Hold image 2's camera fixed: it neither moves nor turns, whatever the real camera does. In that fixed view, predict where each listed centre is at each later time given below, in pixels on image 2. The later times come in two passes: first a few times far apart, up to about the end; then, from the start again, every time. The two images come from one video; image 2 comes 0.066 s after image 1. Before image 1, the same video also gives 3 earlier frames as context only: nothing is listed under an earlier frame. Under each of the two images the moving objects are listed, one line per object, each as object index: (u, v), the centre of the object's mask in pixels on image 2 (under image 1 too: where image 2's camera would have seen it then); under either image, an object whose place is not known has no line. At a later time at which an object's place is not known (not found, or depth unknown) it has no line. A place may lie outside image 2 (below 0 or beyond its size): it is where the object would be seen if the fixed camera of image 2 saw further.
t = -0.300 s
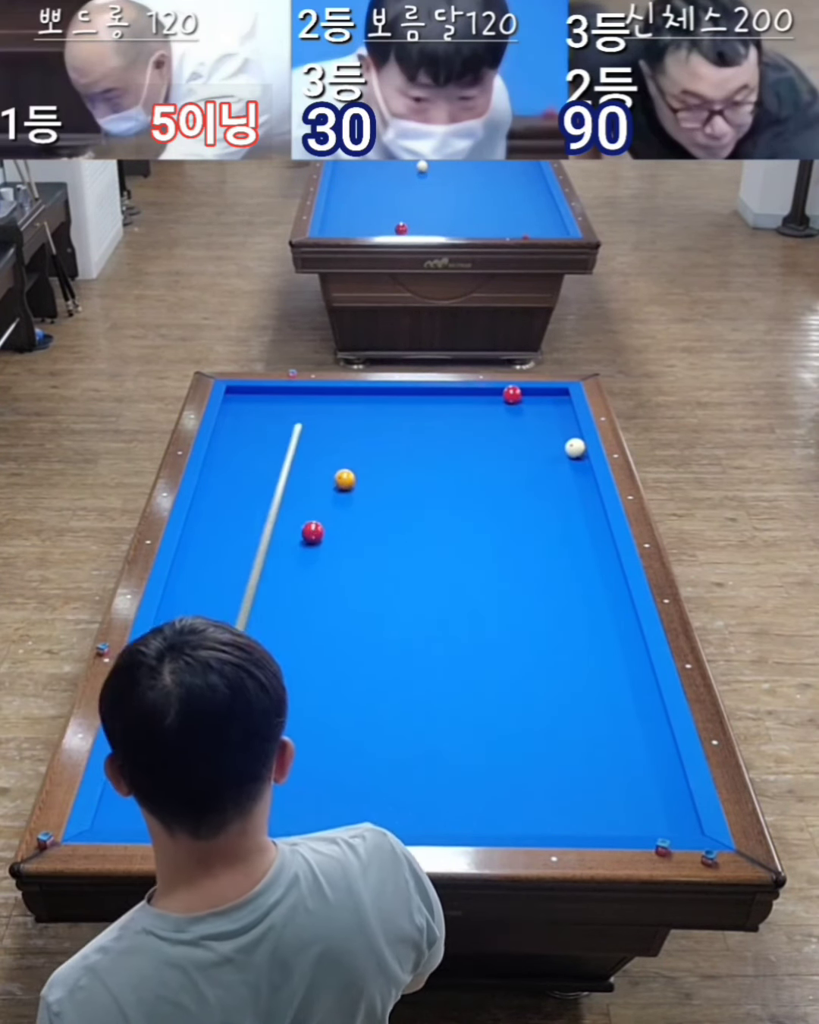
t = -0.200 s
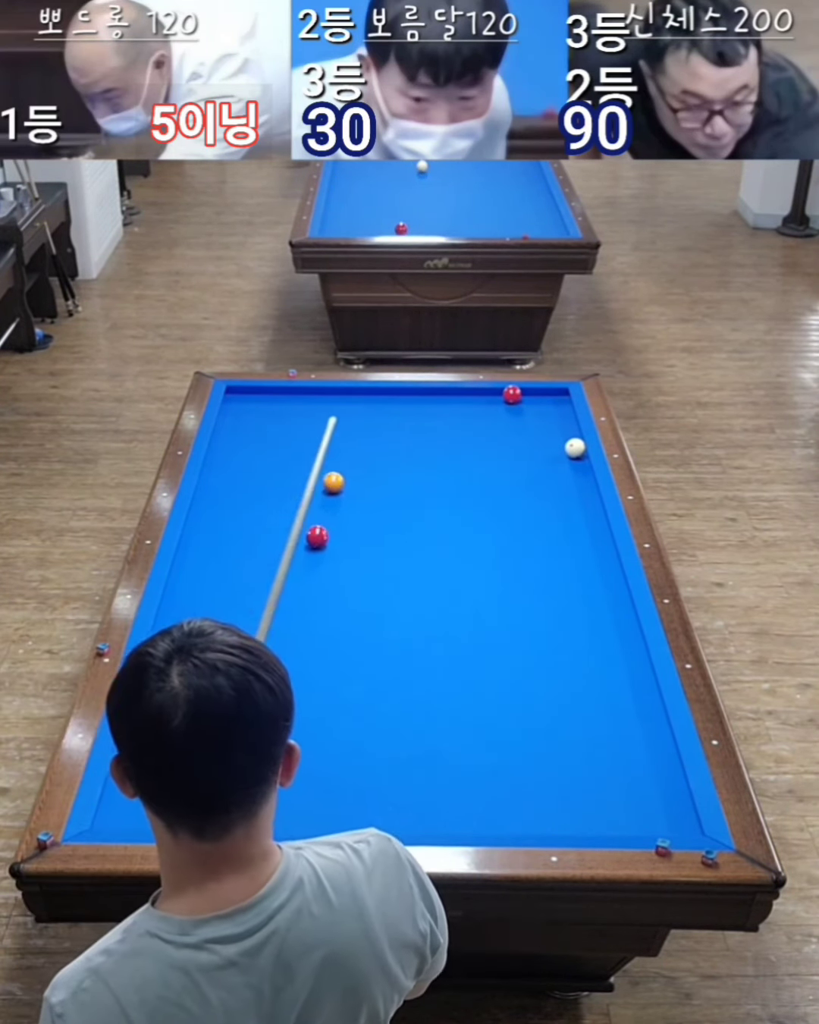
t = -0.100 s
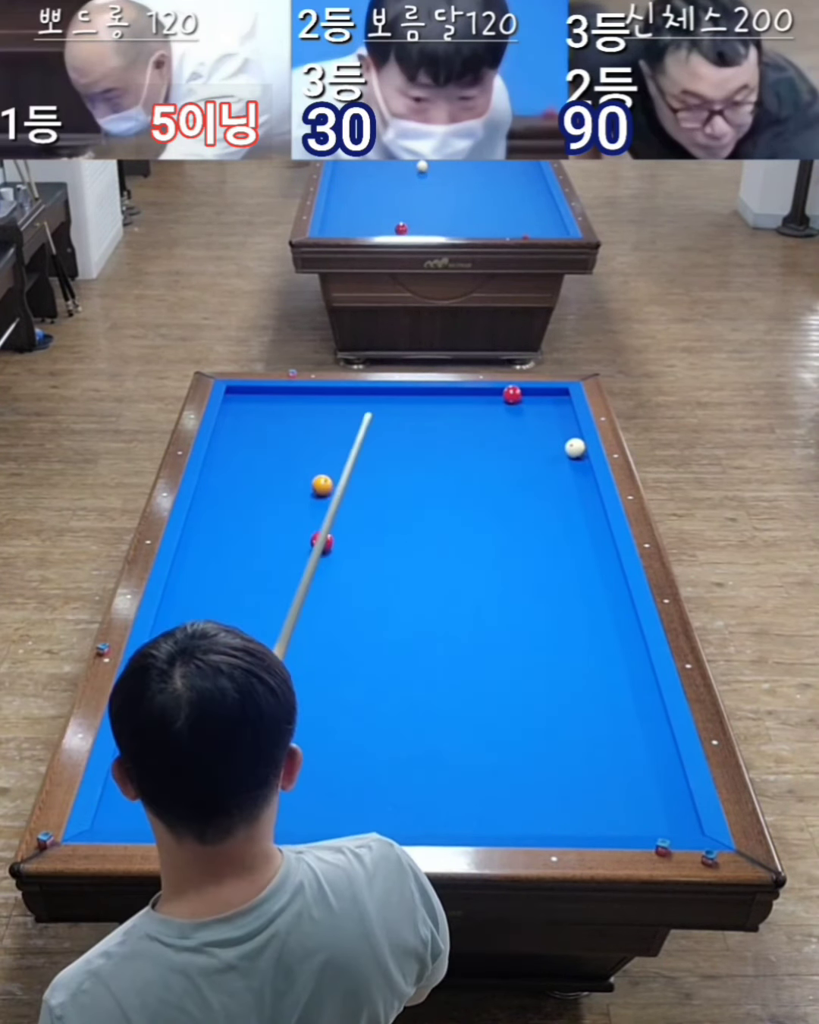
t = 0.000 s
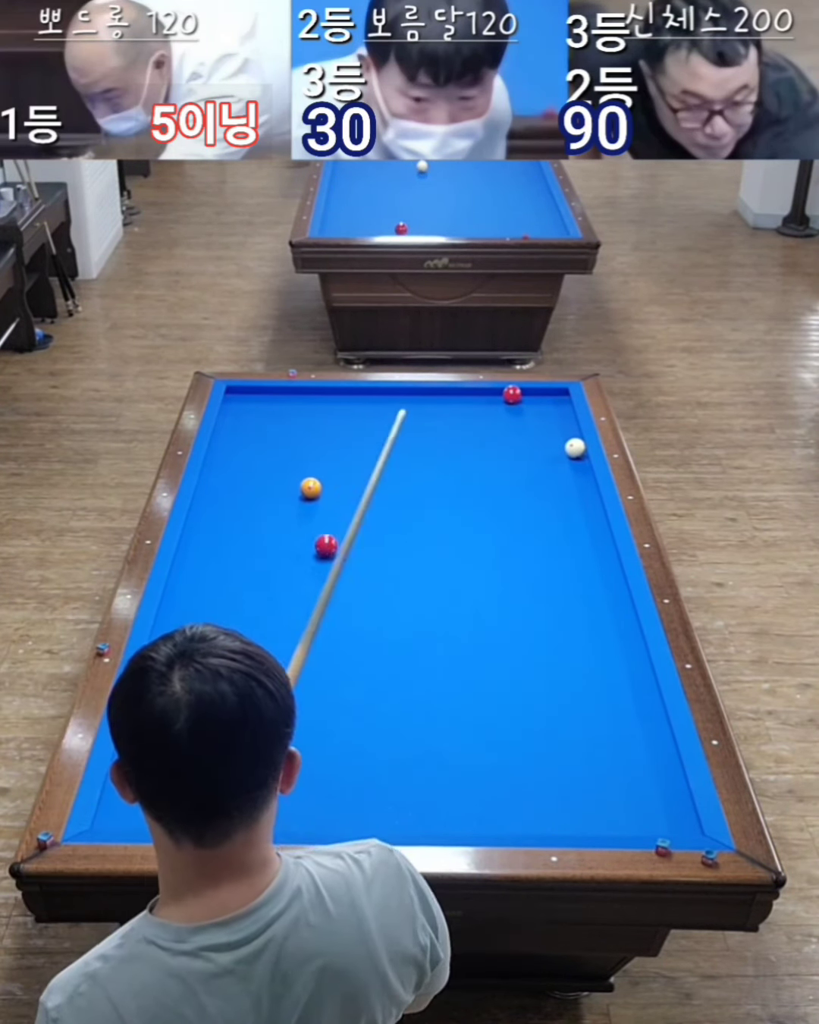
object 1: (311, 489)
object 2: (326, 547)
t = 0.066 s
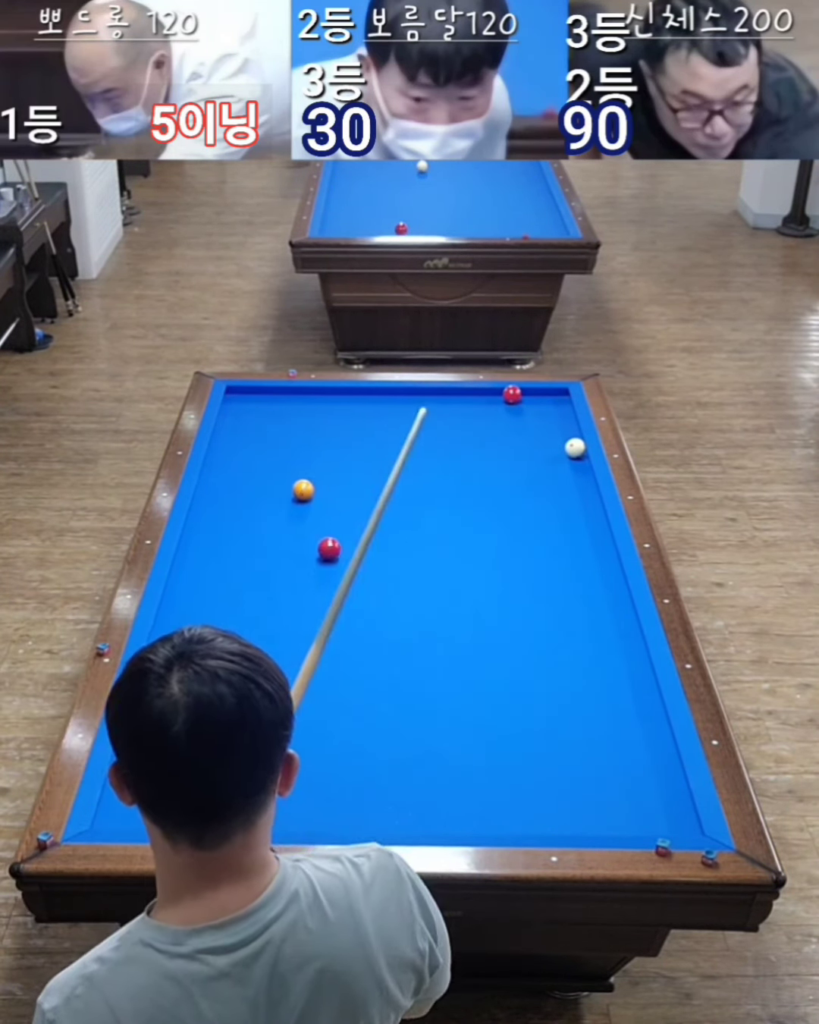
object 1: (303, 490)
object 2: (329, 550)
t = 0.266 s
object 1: (281, 496)
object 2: (338, 559)
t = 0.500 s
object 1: (255, 503)
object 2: (349, 570)
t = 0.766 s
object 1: (225, 510)
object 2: (361, 582)
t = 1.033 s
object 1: (199, 517)
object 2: (373, 593)
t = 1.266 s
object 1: (210, 522)
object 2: (383, 604)
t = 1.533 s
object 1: (223, 526)
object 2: (394, 615)
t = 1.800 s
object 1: (234, 531)
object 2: (405, 626)
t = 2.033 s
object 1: (244, 535)
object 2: (415, 636)
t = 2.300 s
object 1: (255, 538)
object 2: (426, 647)
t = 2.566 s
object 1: (265, 542)
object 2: (436, 657)
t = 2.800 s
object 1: (272, 546)
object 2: (444, 666)
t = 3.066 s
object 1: (281, 549)
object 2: (454, 676)
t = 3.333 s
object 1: (289, 552)
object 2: (463, 685)
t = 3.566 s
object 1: (295, 555)
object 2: (470, 692)
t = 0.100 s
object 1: (300, 491)
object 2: (331, 551)
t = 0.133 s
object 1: (296, 492)
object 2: (332, 553)
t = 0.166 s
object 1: (292, 493)
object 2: (334, 554)
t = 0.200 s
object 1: (288, 494)
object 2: (335, 556)
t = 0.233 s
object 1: (285, 495)
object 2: (337, 557)
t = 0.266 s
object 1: (281, 496)
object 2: (338, 559)
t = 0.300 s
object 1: (277, 497)
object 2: (340, 560)
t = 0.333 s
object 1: (273, 498)
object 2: (341, 562)
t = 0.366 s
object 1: (269, 499)
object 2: (343, 563)
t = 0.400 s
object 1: (266, 500)
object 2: (345, 565)
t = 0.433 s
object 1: (262, 501)
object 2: (346, 567)
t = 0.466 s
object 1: (258, 502)
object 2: (347, 568)
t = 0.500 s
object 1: (255, 503)
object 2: (349, 570)
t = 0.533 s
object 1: (251, 504)
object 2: (350, 571)
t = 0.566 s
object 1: (247, 505)
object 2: (352, 572)
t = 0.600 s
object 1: (243, 506)
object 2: (353, 574)
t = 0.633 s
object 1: (240, 506)
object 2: (355, 575)
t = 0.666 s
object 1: (236, 507)
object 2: (356, 577)
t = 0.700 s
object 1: (232, 508)
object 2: (358, 579)
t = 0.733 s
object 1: (229, 509)
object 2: (359, 580)
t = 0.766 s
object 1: (225, 510)
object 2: (361, 582)
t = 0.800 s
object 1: (221, 511)
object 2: (362, 583)
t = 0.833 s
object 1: (218, 512)
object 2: (364, 584)
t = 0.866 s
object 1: (214, 513)
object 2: (365, 586)
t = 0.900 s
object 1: (210, 514)
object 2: (367, 587)
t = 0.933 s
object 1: (207, 515)
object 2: (368, 589)
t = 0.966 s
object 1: (203, 516)
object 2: (370, 590)
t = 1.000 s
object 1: (199, 517)
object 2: (371, 592)
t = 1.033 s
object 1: (199, 517)
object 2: (373, 593)
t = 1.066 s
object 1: (201, 518)
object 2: (374, 595)
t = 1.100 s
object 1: (202, 519)
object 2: (375, 596)
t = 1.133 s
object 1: (204, 519)
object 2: (377, 597)
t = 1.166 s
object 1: (205, 520)
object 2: (379, 599)
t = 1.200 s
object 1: (207, 521)
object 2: (380, 601)
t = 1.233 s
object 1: (209, 521)
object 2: (381, 602)
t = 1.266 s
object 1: (210, 522)
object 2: (383, 604)
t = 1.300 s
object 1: (212, 522)
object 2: (384, 605)
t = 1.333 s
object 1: (213, 523)
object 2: (386, 606)
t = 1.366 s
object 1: (215, 523)
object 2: (387, 608)
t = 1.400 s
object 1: (217, 524)
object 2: (389, 609)
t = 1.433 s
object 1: (218, 525)
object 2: (390, 611)
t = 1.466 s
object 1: (220, 525)
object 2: (391, 612)
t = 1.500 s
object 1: (221, 526)
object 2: (393, 614)
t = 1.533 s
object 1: (223, 526)
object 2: (394, 615)
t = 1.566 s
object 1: (224, 527)
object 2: (396, 617)
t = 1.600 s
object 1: (226, 527)
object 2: (397, 618)
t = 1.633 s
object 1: (227, 528)
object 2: (399, 620)
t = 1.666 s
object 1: (228, 529)
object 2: (400, 621)
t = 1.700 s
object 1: (230, 529)
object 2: (401, 622)
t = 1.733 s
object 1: (231, 530)
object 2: (403, 624)
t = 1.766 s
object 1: (233, 530)
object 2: (404, 625)
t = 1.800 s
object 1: (234, 531)
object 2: (405, 626)
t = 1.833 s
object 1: (236, 531)
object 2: (407, 628)
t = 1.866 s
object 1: (237, 532)
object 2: (408, 629)
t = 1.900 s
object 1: (238, 532)
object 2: (410, 631)
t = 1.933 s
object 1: (240, 533)
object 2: (411, 632)
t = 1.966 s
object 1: (241, 533)
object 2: (412, 633)
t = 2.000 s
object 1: (243, 534)
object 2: (414, 635)
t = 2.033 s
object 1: (244, 535)
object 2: (415, 636)
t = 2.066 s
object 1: (246, 535)
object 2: (417, 637)
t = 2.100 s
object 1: (247, 535)
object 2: (418, 638)
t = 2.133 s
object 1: (248, 536)
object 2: (419, 640)
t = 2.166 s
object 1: (250, 537)
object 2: (421, 642)
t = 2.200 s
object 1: (251, 537)
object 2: (422, 643)
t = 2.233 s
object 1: (252, 537)
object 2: (423, 644)
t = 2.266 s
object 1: (254, 538)
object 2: (425, 646)
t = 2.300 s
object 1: (255, 538)
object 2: (426, 647)
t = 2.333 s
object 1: (256, 539)
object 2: (427, 648)
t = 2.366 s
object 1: (257, 539)
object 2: (428, 649)
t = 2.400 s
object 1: (258, 540)
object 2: (430, 651)
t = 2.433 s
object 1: (260, 540)
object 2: (431, 652)
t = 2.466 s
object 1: (261, 541)
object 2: (432, 653)
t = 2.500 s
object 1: (262, 541)
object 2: (433, 655)
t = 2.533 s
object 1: (263, 542)
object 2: (434, 656)
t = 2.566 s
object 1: (265, 542)
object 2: (436, 657)
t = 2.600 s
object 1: (266, 543)
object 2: (437, 659)
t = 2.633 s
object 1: (267, 543)
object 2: (438, 660)
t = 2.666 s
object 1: (268, 544)
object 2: (439, 661)
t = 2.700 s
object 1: (269, 544)
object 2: (440, 663)
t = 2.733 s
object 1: (270, 545)
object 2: (442, 664)
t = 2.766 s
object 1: (271, 545)
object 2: (443, 665)
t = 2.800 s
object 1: (272, 546)
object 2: (444, 666)
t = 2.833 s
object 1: (274, 546)
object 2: (446, 668)
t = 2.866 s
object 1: (275, 546)
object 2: (447, 669)
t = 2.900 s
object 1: (276, 547)
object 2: (448, 670)
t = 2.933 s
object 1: (277, 547)
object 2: (449, 671)
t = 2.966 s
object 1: (278, 548)
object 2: (450, 673)
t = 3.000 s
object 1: (279, 548)
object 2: (451, 674)
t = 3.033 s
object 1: (280, 548)
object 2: (453, 674)
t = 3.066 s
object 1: (281, 549)
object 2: (454, 676)
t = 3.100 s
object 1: (282, 549)
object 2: (455, 677)
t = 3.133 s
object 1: (283, 550)
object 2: (456, 678)
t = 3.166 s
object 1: (284, 550)
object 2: (457, 679)
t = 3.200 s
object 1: (285, 551)
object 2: (458, 681)
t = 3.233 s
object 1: (286, 551)
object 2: (460, 682)
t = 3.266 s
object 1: (287, 551)
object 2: (461, 683)
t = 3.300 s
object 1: (288, 552)
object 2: (461, 684)
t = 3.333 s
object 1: (289, 552)
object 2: (463, 685)
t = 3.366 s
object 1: (290, 553)
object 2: (464, 686)
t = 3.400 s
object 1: (291, 553)
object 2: (465, 687)
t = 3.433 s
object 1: (292, 553)
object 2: (466, 688)
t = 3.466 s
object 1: (293, 553)
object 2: (467, 689)
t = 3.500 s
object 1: (293, 554)
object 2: (468, 691)
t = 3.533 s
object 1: (294, 554)
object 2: (469, 692)
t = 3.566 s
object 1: (295, 555)
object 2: (470, 692)
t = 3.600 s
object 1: (296, 555)
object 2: (471, 694)
